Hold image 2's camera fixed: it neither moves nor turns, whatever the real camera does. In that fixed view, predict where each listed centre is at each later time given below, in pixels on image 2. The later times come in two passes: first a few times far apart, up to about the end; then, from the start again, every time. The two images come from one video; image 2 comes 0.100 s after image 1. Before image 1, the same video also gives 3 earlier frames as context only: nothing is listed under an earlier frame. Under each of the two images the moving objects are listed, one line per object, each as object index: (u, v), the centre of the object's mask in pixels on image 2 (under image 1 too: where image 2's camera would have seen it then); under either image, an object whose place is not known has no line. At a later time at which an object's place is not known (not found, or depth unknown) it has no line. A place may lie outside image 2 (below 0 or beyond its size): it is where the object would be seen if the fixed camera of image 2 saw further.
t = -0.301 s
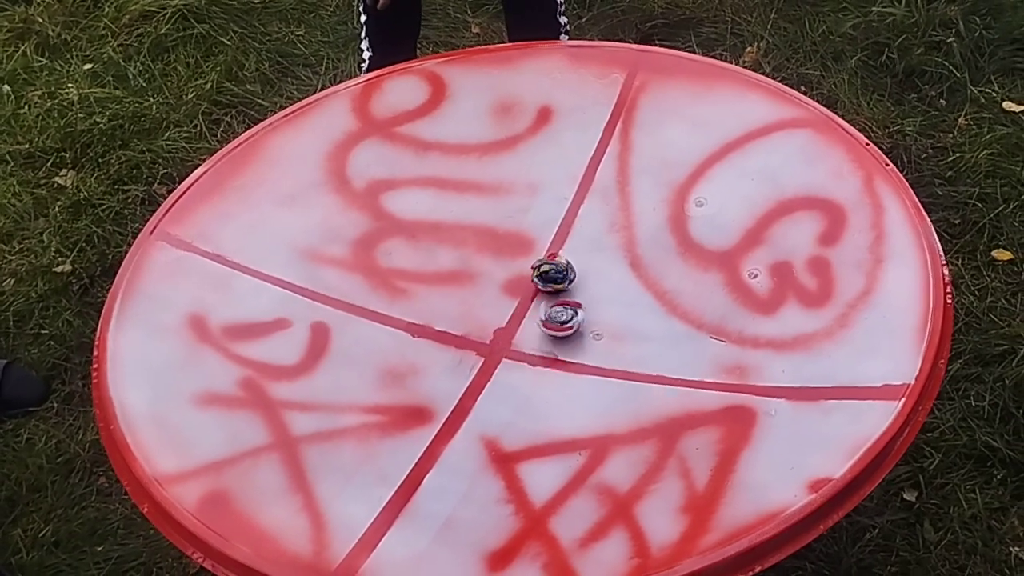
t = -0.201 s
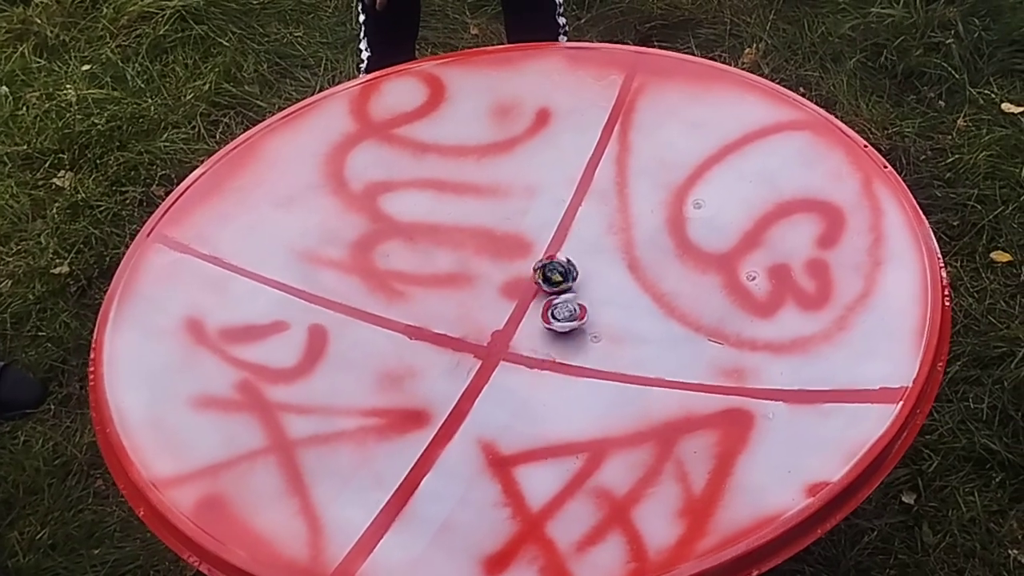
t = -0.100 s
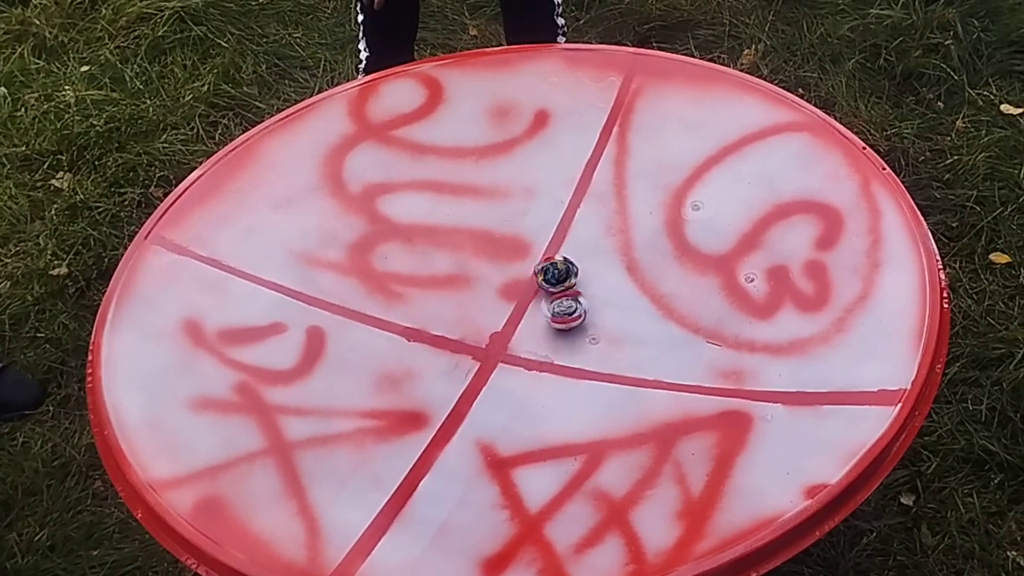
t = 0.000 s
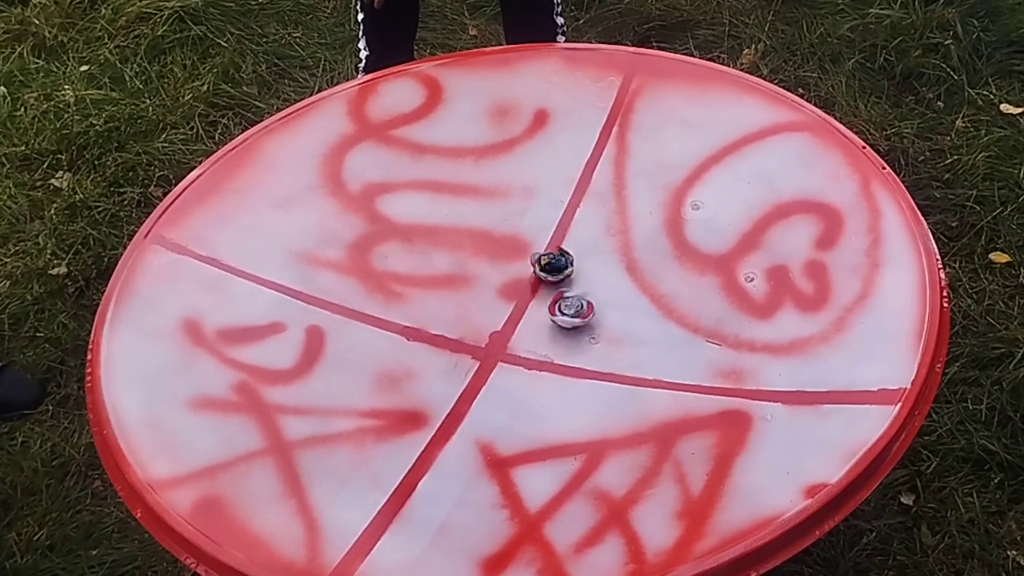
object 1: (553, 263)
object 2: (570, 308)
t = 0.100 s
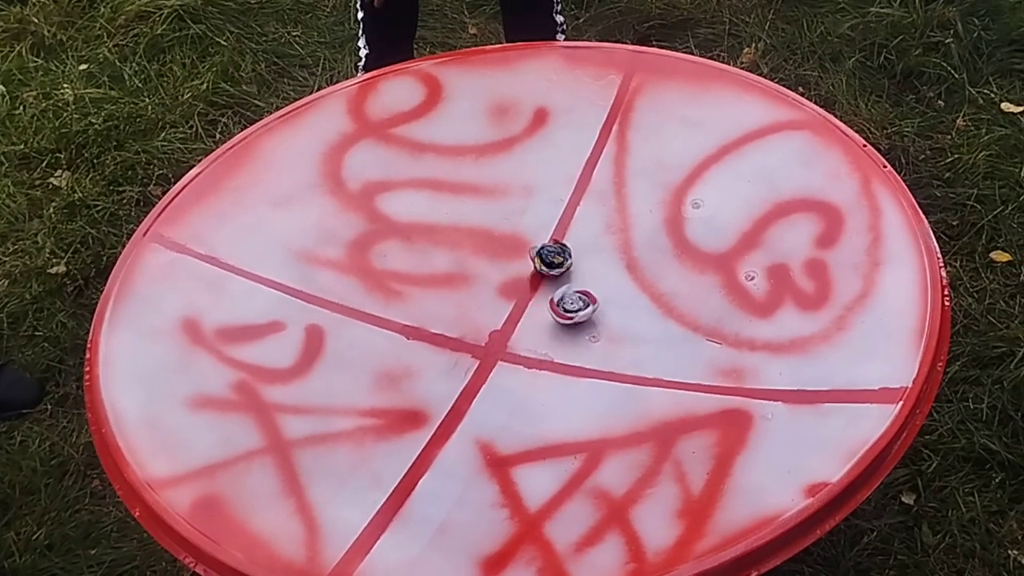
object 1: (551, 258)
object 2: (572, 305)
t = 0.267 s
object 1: (549, 254)
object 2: (572, 299)
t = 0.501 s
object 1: (554, 254)
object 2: (566, 289)
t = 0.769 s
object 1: (546, 257)
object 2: (564, 297)
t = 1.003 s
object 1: (545, 266)
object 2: (561, 306)
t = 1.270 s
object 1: (538, 278)
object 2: (552, 315)
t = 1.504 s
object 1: (520, 280)
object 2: (556, 326)
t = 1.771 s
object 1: (506, 276)
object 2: (566, 335)
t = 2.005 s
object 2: (569, 335)
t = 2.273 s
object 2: (564, 328)
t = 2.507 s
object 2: (553, 320)
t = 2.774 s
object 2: (555, 331)
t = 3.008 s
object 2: (560, 364)
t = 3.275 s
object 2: (550, 372)
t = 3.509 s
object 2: (542, 366)
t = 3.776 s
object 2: (534, 348)
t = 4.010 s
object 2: (536, 316)
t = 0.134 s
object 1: (550, 256)
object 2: (573, 305)
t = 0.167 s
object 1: (550, 256)
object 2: (572, 303)
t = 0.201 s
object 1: (550, 254)
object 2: (573, 303)
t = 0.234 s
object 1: (550, 254)
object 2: (572, 301)
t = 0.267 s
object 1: (549, 254)
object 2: (572, 299)
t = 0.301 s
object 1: (550, 255)
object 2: (571, 298)
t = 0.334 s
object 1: (550, 254)
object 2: (570, 296)
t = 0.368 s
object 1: (550, 255)
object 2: (571, 295)
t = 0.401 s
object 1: (550, 254)
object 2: (568, 293)
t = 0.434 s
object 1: (551, 254)
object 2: (568, 292)
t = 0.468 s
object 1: (554, 254)
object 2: (567, 290)
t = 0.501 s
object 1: (554, 254)
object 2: (566, 289)
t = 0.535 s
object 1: (555, 254)
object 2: (565, 288)
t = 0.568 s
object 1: (554, 253)
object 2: (566, 289)
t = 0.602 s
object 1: (553, 252)
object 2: (566, 292)
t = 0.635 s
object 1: (550, 255)
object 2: (566, 293)
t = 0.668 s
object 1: (550, 256)
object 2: (566, 294)
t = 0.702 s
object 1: (547, 257)
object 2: (566, 295)
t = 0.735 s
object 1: (546, 258)
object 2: (565, 297)
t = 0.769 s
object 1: (546, 257)
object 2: (564, 297)
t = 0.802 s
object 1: (547, 259)
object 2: (565, 299)
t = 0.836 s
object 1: (547, 259)
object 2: (564, 299)
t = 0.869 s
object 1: (547, 261)
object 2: (563, 301)
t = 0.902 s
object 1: (546, 261)
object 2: (563, 302)
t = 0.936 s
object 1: (546, 263)
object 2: (562, 303)
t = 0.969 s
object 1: (545, 263)
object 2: (561, 305)
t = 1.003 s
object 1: (545, 266)
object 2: (561, 306)
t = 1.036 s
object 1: (543, 267)
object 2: (560, 307)
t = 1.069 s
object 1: (542, 269)
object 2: (558, 309)
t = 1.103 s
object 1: (541, 270)
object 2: (558, 310)
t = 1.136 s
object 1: (541, 273)
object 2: (557, 311)
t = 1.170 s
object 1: (540, 274)
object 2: (556, 312)
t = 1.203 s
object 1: (539, 275)
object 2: (555, 313)
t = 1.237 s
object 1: (538, 277)
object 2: (554, 314)
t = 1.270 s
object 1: (538, 278)
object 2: (552, 315)
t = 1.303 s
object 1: (537, 281)
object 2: (551, 316)
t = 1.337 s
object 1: (537, 282)
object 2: (551, 316)
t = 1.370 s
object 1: (534, 284)
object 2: (551, 317)
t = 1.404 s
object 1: (530, 281)
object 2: (553, 321)
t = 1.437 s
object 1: (525, 280)
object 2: (555, 323)
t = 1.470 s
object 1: (523, 280)
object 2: (556, 325)
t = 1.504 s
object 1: (520, 280)
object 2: (556, 326)
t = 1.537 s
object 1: (518, 280)
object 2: (557, 328)
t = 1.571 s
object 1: (515, 279)
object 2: (558, 330)
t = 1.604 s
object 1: (514, 278)
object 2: (560, 331)
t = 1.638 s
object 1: (511, 278)
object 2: (562, 332)
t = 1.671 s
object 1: (510, 278)
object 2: (561, 333)
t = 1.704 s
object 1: (508, 277)
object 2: (564, 334)
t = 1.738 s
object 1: (508, 277)
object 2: (565, 335)
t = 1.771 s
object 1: (506, 276)
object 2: (566, 335)
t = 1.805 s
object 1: (505, 275)
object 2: (566, 335)
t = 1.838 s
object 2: (568, 335)
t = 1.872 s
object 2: (568, 336)
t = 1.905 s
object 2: (568, 336)
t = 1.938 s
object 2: (569, 336)
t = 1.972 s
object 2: (570, 335)
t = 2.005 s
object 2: (569, 335)
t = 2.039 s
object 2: (570, 334)
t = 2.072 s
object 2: (569, 334)
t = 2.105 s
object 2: (568, 333)
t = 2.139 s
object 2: (567, 332)
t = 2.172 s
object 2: (568, 331)
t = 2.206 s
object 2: (568, 330)
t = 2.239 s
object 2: (566, 329)
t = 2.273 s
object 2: (564, 328)
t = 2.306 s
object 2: (563, 327)
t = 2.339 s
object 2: (562, 326)
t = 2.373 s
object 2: (561, 325)
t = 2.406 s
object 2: (560, 324)
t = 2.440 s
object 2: (558, 322)
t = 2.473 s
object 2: (555, 321)
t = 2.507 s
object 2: (553, 320)
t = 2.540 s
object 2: (550, 318)
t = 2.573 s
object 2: (548, 317)
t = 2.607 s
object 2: (549, 318)
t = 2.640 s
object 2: (548, 318)
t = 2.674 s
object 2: (547, 318)
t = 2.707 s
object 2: (546, 319)
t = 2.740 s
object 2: (552, 325)
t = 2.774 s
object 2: (555, 331)
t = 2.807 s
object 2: (558, 338)
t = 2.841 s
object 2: (558, 344)
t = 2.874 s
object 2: (559, 349)
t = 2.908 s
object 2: (559, 354)
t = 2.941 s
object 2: (560, 358)
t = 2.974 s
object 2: (560, 361)
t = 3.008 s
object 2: (560, 364)
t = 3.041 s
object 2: (559, 365)
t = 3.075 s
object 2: (557, 367)
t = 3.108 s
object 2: (554, 370)
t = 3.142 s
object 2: (553, 370)
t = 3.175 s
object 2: (552, 370)
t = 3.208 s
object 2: (552, 371)
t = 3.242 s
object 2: (551, 371)
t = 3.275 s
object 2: (550, 372)
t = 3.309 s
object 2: (549, 371)
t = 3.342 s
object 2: (549, 371)
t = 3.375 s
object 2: (548, 370)
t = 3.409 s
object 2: (546, 369)
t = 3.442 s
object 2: (545, 368)
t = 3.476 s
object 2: (544, 367)
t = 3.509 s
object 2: (542, 366)
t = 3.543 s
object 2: (541, 365)
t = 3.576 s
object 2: (541, 364)
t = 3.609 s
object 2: (539, 361)
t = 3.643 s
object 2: (538, 360)
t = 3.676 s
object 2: (537, 357)
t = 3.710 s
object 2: (536, 354)
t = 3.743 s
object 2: (535, 351)
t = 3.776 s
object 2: (534, 348)
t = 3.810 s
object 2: (532, 344)
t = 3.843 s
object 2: (531, 340)
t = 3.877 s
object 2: (531, 335)
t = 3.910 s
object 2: (531, 329)
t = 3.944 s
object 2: (533, 324)
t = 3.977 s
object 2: (533, 320)
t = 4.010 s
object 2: (536, 316)
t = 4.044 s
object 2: (538, 314)
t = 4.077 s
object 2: (541, 312)
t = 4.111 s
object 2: (545, 310)
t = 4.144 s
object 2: (548, 309)
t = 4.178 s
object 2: (552, 308)
